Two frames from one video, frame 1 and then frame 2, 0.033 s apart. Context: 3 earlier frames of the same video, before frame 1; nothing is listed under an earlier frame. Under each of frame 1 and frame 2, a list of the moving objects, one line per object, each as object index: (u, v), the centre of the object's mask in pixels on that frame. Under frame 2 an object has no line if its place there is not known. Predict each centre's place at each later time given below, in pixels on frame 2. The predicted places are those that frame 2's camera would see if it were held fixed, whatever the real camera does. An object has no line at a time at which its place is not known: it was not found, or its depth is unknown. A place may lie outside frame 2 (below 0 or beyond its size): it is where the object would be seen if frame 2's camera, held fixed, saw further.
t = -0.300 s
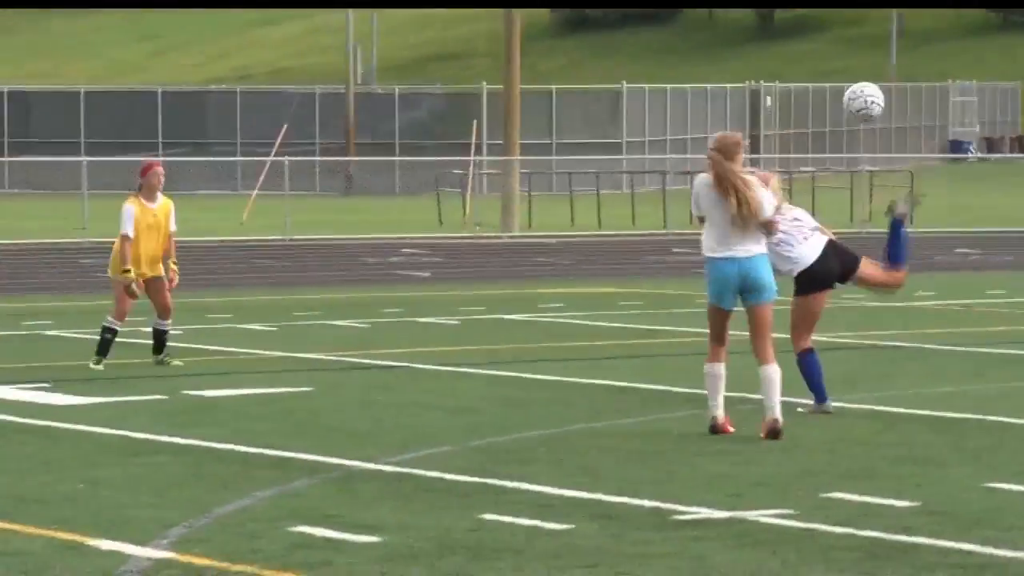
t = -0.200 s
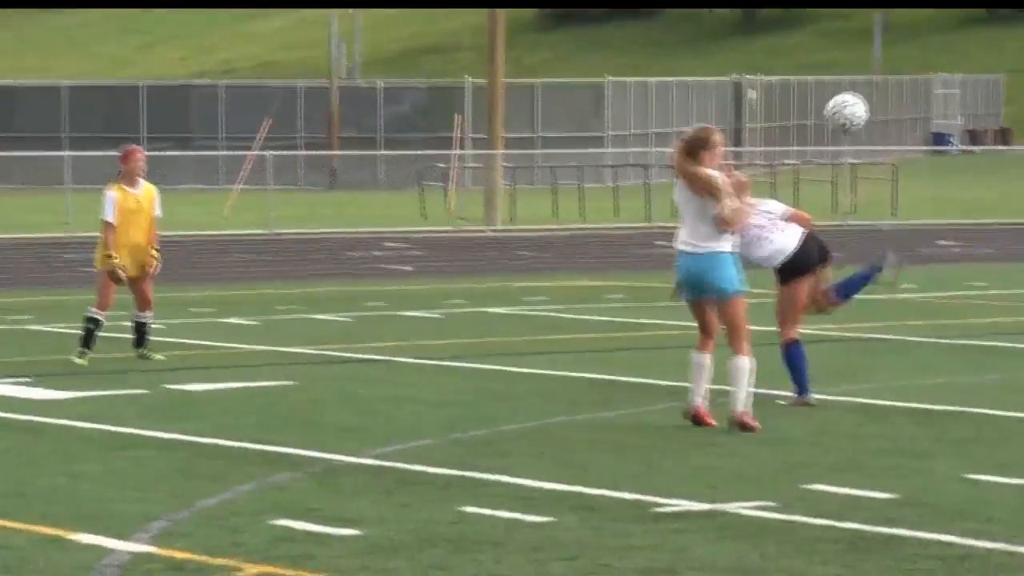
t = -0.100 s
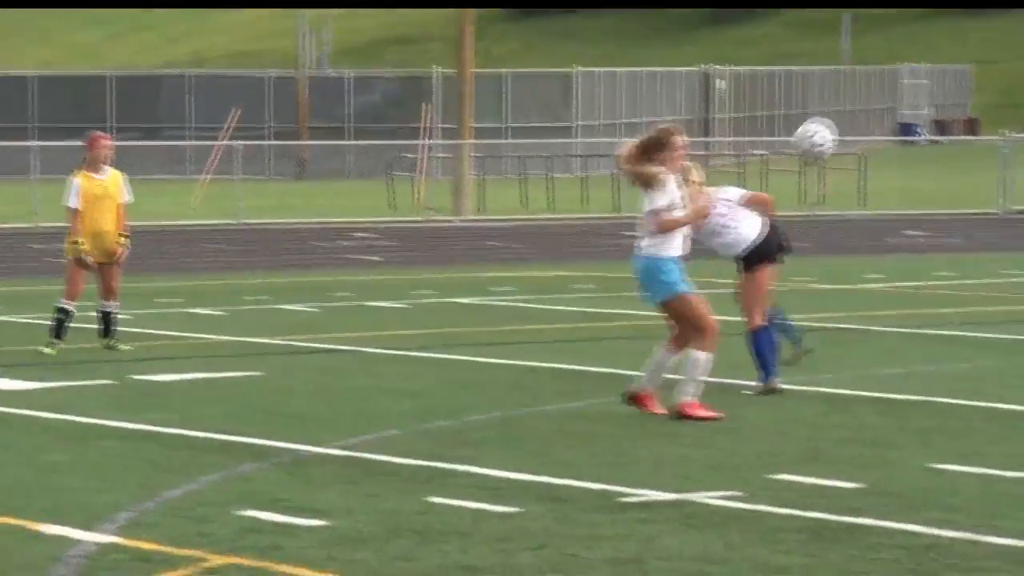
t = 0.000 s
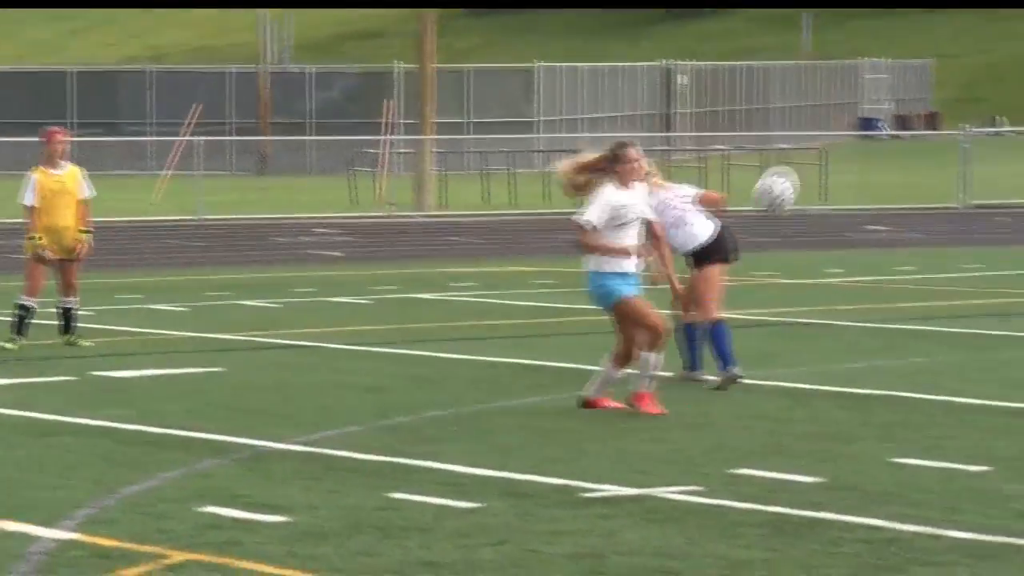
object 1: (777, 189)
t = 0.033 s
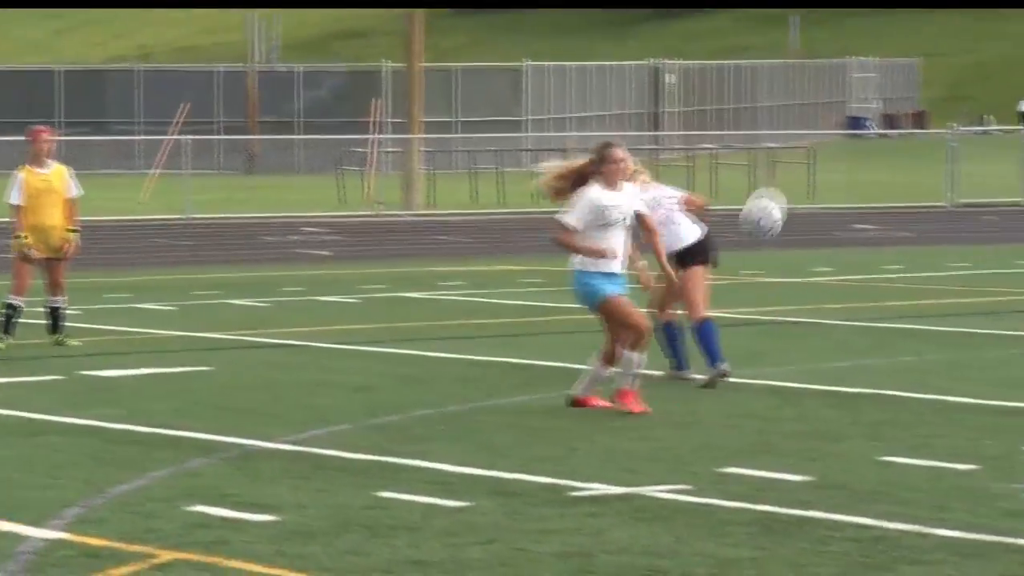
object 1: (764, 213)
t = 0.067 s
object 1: (763, 240)
